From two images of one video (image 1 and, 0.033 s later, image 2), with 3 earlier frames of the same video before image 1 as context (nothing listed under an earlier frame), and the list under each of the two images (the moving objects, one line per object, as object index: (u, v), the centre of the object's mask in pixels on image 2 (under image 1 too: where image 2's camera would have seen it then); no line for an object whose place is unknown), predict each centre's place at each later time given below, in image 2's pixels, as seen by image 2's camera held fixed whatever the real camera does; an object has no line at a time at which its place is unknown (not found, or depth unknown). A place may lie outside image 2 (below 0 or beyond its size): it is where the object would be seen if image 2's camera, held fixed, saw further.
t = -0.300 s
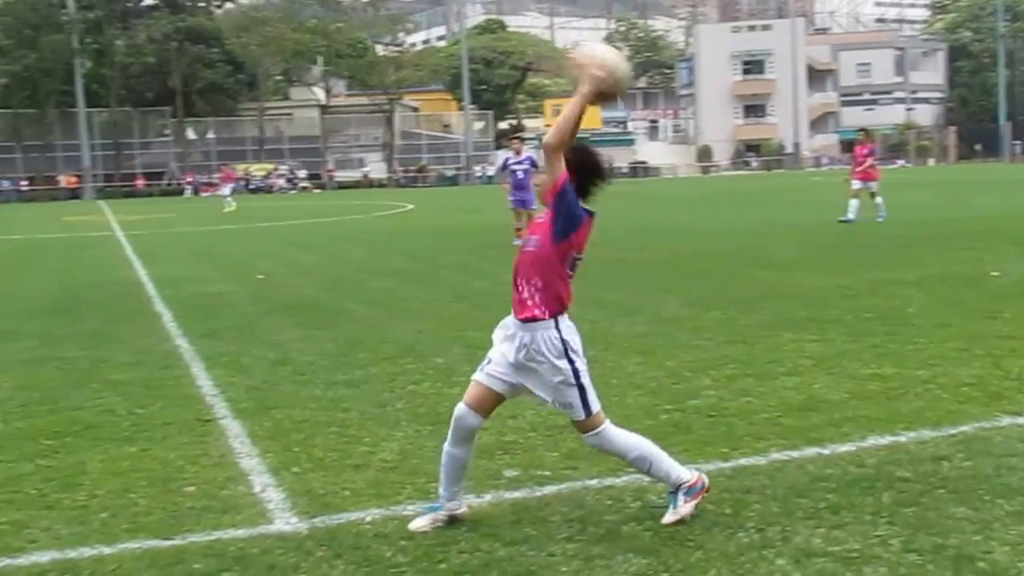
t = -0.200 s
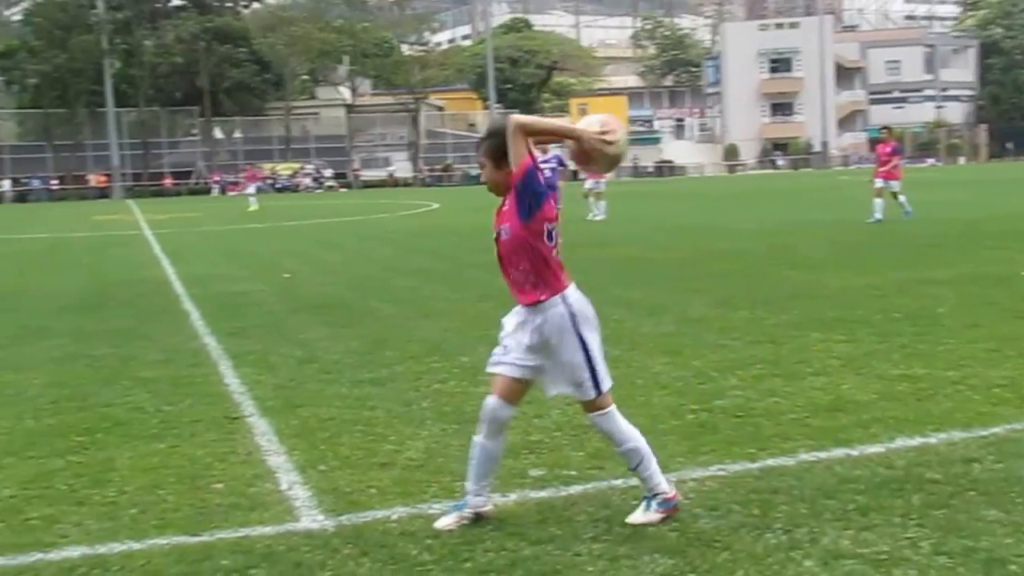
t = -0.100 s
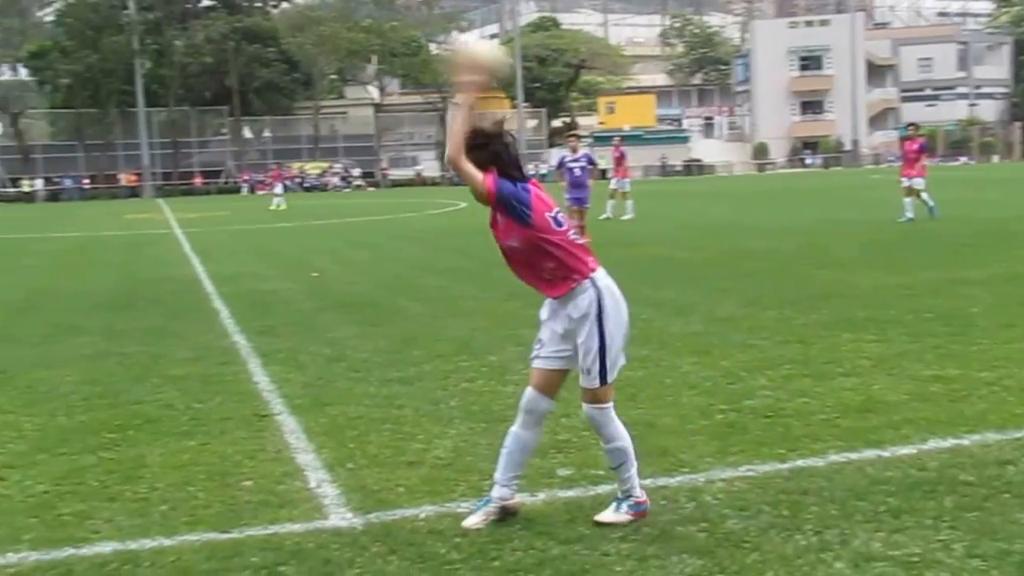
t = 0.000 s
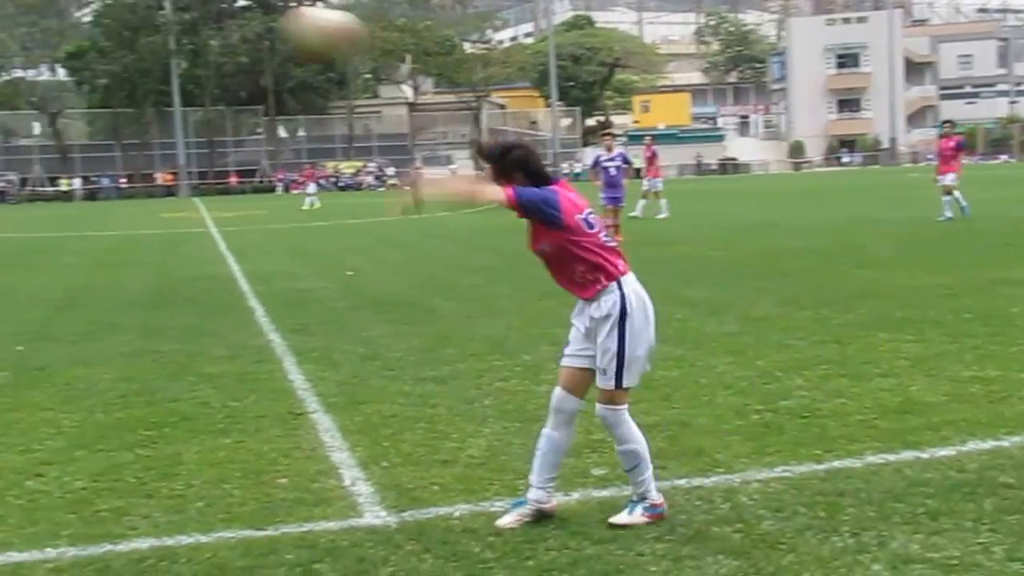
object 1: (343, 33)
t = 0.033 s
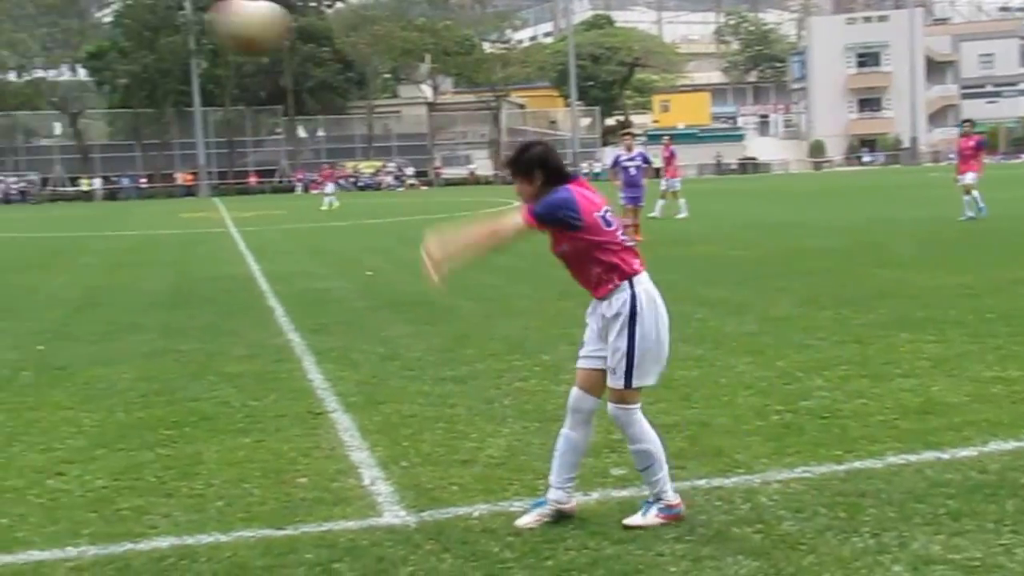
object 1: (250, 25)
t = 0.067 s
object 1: (160, 20)
